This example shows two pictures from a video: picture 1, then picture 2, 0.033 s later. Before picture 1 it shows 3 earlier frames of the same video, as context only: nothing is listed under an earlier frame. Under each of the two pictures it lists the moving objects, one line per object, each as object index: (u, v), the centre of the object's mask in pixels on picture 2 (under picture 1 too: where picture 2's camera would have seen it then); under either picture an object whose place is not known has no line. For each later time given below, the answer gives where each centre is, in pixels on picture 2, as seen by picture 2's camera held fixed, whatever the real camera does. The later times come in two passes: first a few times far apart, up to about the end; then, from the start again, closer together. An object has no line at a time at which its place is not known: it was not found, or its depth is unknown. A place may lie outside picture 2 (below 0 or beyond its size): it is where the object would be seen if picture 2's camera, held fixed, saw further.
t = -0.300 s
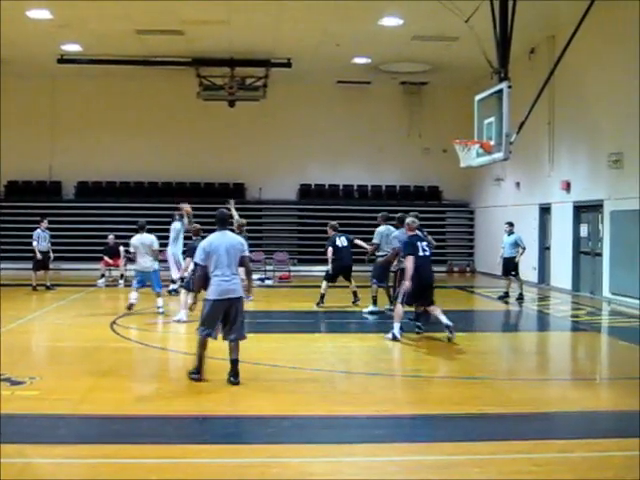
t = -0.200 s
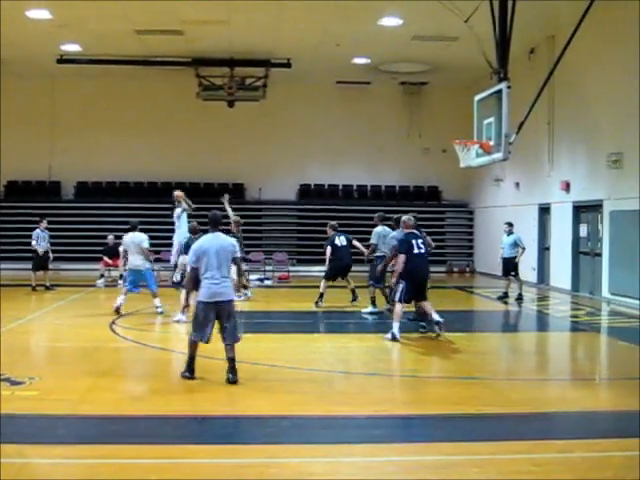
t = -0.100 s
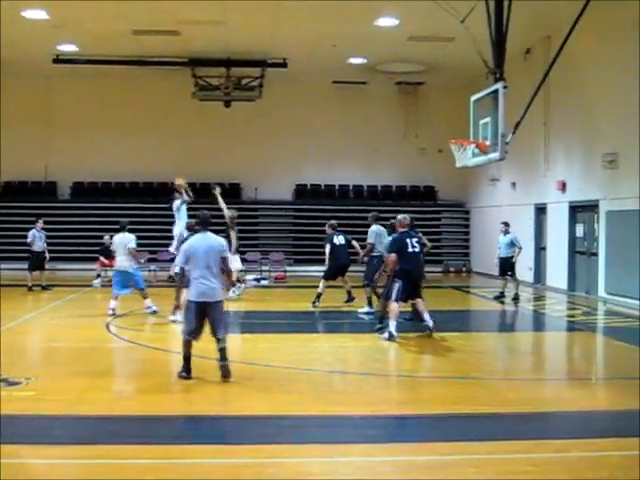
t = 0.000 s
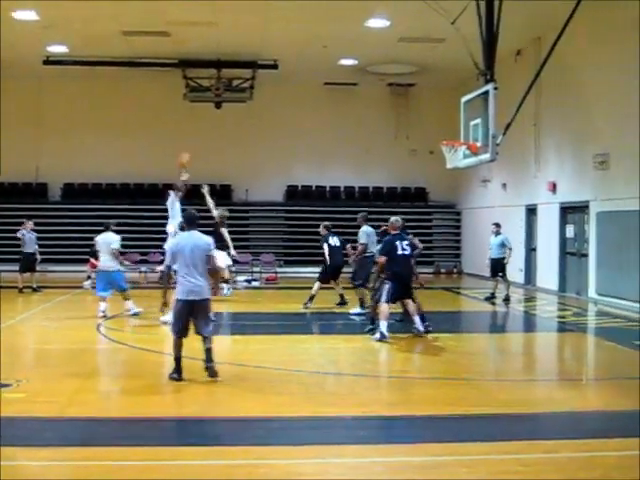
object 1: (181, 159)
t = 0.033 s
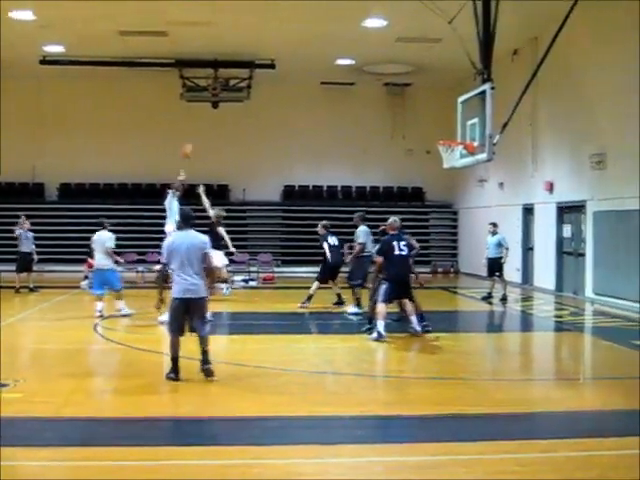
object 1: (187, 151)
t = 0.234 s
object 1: (227, 102)
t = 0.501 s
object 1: (283, 66)
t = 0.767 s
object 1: (341, 63)
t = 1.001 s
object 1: (396, 90)
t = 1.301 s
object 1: (453, 153)
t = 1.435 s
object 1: (443, 171)
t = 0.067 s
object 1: (194, 141)
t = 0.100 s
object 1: (200, 132)
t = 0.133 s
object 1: (207, 124)
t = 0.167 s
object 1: (214, 116)
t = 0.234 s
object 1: (227, 102)
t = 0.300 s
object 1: (242, 89)
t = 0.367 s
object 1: (256, 81)
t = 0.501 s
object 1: (283, 66)
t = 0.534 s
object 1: (291, 64)
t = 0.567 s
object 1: (298, 62)
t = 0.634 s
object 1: (312, 60)
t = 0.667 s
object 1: (319, 59)
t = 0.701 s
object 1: (326, 60)
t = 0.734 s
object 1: (333, 61)
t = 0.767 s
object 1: (341, 63)
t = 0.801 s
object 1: (350, 67)
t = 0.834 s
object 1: (357, 69)
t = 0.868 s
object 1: (365, 73)
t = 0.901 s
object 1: (372, 76)
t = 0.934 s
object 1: (380, 80)
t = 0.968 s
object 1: (388, 87)
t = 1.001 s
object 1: (396, 90)
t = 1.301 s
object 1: (453, 153)
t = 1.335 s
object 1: (449, 157)
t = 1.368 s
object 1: (447, 163)
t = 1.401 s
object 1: (446, 165)
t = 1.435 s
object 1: (443, 171)
